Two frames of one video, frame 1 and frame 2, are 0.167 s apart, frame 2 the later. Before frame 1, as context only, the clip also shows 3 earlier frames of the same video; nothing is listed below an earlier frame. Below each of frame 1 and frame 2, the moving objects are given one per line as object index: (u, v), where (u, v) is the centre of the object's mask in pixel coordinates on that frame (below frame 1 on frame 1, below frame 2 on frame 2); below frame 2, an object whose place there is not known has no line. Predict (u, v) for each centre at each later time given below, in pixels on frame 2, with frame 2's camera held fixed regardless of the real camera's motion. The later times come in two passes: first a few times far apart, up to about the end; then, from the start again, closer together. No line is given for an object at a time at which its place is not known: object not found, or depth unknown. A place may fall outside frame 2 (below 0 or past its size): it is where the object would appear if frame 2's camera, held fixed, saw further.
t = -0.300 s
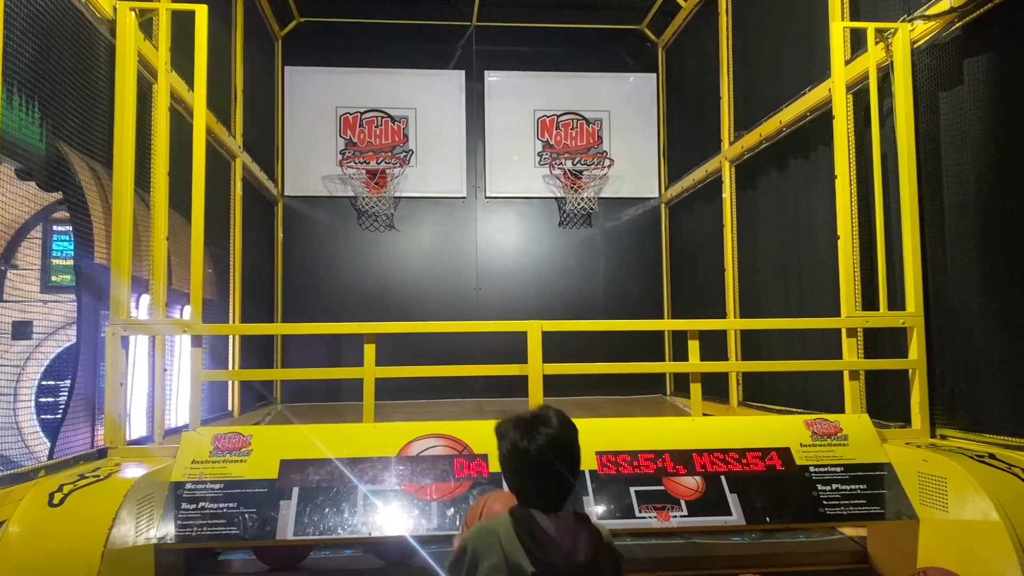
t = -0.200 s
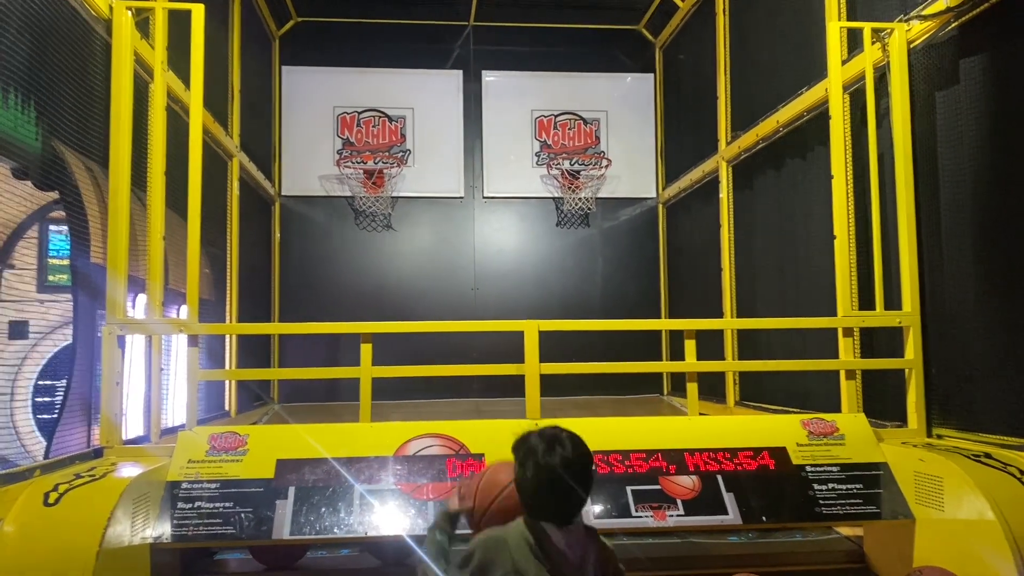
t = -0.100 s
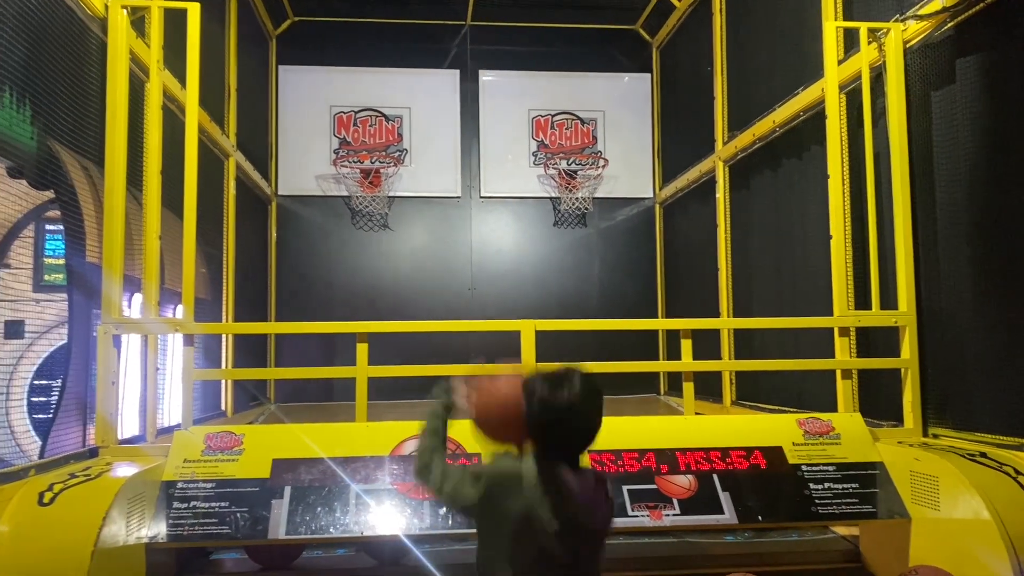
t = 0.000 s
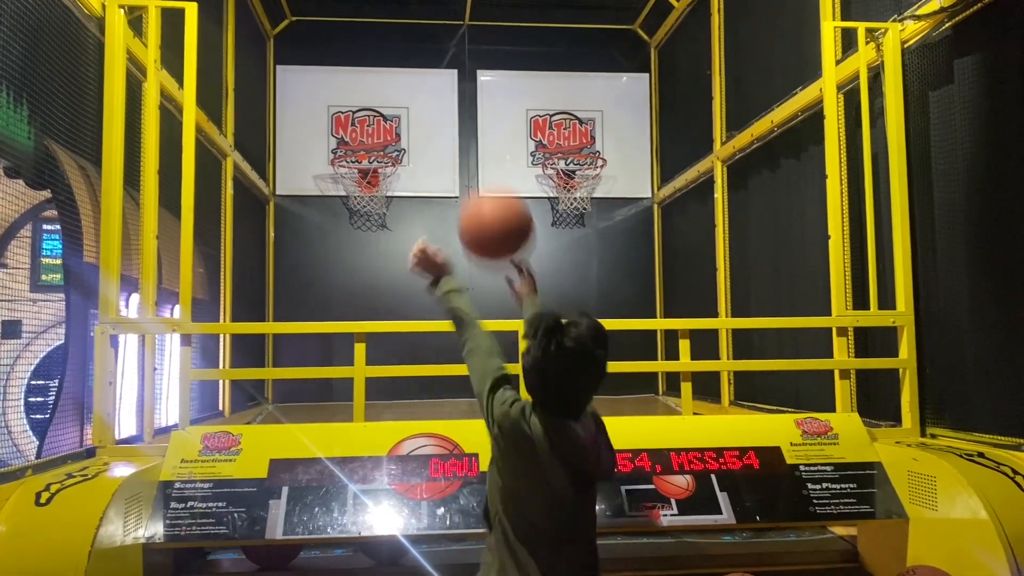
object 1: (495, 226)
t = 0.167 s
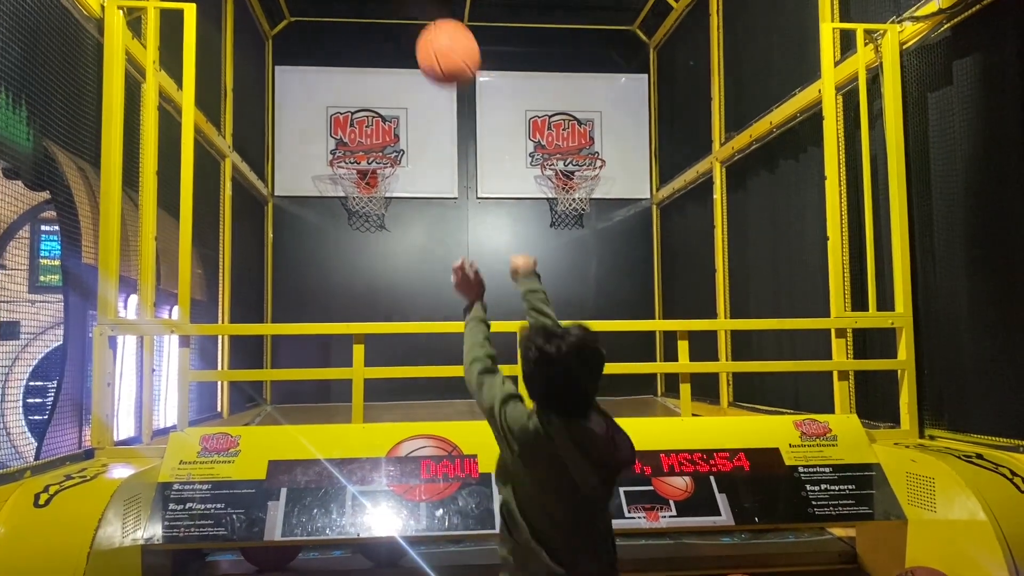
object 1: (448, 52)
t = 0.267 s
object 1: (428, 16)
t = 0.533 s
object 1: (392, 12)
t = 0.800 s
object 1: (369, 111)
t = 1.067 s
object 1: (353, 280)
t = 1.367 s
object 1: (336, 389)
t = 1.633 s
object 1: (317, 380)
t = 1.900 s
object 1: (291, 420)
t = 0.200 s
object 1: (441, 35)
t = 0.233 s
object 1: (434, 24)
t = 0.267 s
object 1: (428, 16)
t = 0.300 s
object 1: (423, 12)
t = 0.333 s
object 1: (417, 8)
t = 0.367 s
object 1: (412, 6)
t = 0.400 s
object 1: (408, 5)
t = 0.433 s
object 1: (403, 6)
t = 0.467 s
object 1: (399, 7)
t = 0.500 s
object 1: (395, 9)
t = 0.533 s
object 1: (392, 12)
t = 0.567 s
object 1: (388, 17)
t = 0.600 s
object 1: (385, 25)
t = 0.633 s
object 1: (382, 36)
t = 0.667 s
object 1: (379, 48)
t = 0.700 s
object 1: (376, 62)
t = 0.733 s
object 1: (374, 76)
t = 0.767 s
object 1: (371, 94)
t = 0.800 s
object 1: (369, 111)
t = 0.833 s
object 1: (366, 130)
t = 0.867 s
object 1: (364, 148)
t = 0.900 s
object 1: (363, 171)
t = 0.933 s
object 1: (361, 190)
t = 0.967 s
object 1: (358, 212)
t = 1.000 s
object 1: (356, 234)
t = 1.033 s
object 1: (355, 256)
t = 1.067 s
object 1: (353, 280)
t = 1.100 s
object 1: (351, 303)
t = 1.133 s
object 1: (350, 314)
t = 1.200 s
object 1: (343, 351)
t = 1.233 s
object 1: (342, 361)
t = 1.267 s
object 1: (339, 394)
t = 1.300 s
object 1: (338, 398)
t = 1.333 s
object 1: (337, 393)
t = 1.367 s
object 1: (336, 389)
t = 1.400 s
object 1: (332, 387)
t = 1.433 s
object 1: (330, 367)
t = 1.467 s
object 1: (329, 360)
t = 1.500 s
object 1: (326, 359)
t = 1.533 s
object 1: (325, 359)
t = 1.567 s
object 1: (322, 364)
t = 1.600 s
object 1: (319, 369)
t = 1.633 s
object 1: (317, 380)
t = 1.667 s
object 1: (314, 391)
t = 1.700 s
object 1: (310, 396)
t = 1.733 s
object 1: (307, 404)
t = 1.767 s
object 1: (303, 412)
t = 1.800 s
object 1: (299, 420)
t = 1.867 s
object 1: (293, 422)
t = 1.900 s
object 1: (291, 420)
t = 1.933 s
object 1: (287, 419)
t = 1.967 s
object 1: (284, 418)
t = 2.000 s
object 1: (281, 420)
